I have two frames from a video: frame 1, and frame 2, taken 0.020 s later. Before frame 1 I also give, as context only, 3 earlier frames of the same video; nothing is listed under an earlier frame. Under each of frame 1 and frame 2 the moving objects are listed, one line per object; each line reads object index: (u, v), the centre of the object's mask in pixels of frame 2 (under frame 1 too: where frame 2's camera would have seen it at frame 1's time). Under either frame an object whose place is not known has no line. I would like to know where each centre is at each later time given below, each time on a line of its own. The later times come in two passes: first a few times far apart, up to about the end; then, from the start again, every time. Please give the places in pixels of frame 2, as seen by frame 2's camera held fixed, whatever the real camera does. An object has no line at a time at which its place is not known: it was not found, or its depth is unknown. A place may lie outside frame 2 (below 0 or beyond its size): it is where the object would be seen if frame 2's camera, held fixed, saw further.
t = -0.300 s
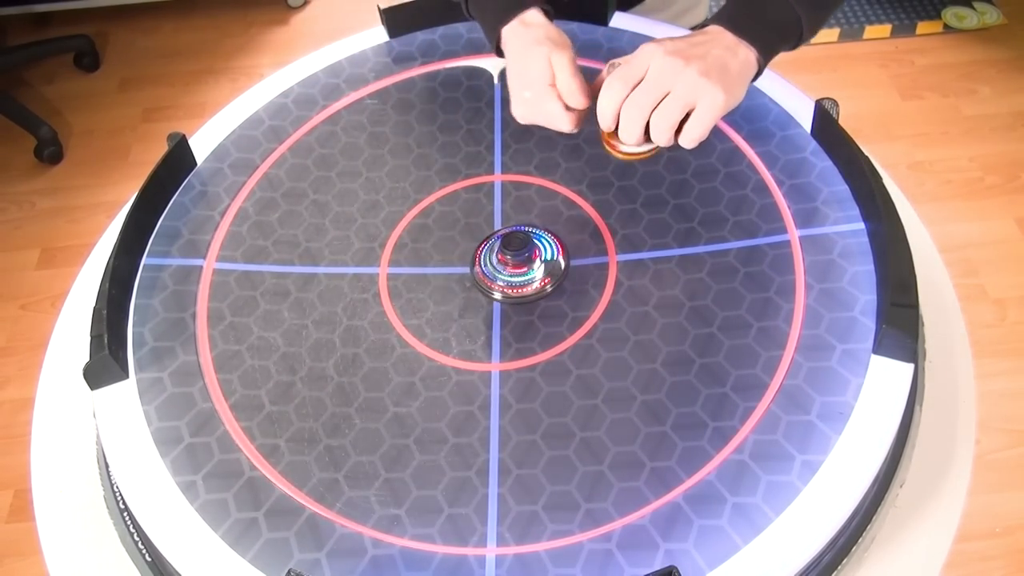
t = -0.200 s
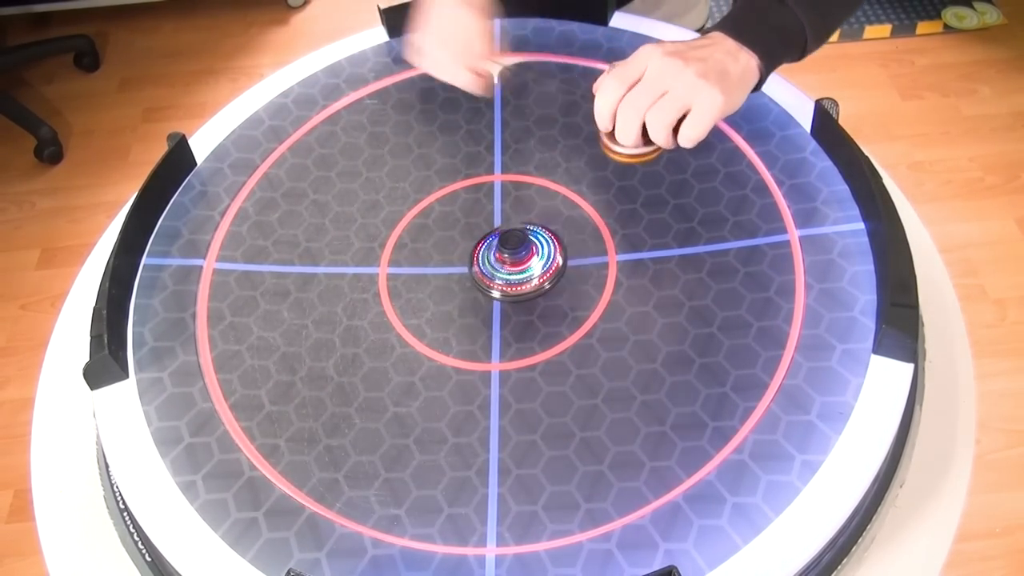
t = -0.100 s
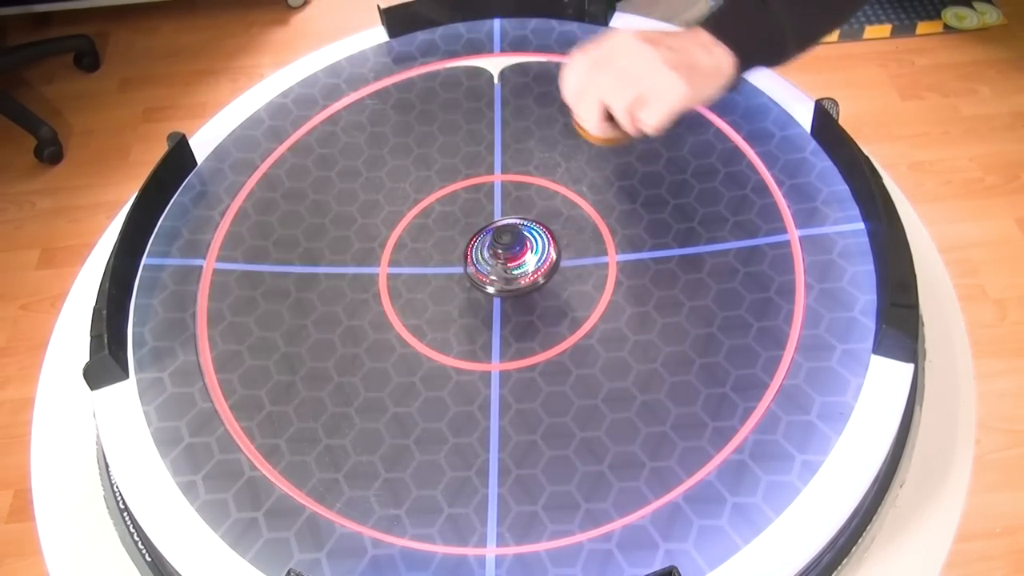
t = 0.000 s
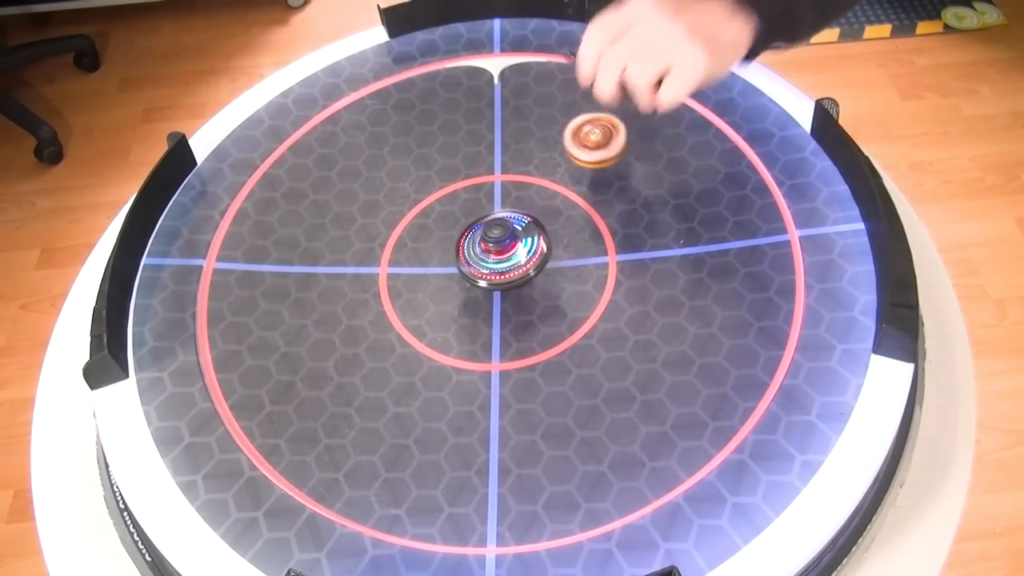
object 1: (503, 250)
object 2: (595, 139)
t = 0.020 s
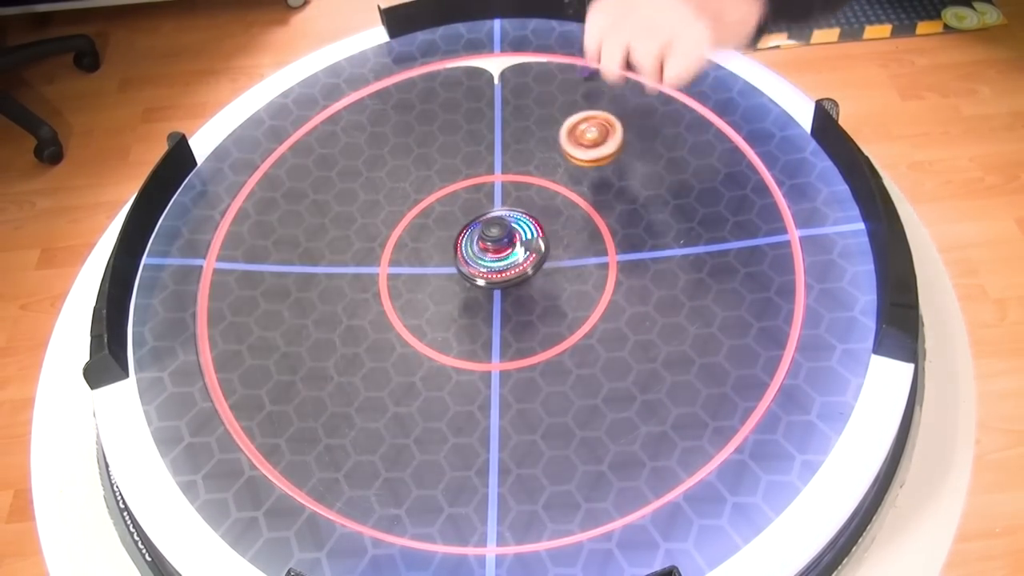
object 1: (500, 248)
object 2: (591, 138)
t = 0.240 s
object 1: (462, 239)
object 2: (521, 182)
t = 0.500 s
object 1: (296, 330)
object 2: (442, 249)
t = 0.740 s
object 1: (219, 390)
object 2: (429, 330)
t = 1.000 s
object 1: (262, 410)
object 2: (518, 374)
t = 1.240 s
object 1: (378, 394)
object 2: (642, 331)
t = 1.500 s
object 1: (552, 334)
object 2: (637, 214)
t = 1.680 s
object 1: (655, 258)
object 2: (538, 161)
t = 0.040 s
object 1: (498, 247)
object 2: (587, 138)
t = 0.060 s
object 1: (496, 245)
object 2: (583, 143)
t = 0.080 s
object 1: (494, 243)
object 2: (578, 150)
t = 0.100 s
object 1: (492, 242)
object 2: (572, 153)
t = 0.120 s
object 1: (490, 240)
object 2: (566, 156)
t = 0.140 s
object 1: (487, 239)
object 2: (559, 162)
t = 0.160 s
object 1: (485, 237)
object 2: (551, 166)
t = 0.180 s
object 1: (482, 235)
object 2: (543, 171)
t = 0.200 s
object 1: (479, 233)
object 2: (535, 175)
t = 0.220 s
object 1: (476, 234)
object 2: (527, 179)
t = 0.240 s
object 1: (462, 239)
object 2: (521, 182)
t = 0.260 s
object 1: (448, 247)
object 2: (514, 184)
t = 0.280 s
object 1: (436, 256)
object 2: (508, 187)
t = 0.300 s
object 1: (422, 264)
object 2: (501, 191)
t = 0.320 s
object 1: (408, 271)
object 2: (494, 196)
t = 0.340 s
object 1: (392, 279)
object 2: (488, 200)
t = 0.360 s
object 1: (380, 287)
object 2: (481, 205)
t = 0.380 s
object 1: (368, 293)
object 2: (475, 211)
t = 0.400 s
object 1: (354, 301)
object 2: (468, 217)
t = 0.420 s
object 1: (342, 307)
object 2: (461, 223)
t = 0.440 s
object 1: (329, 314)
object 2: (456, 229)
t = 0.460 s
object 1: (317, 320)
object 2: (451, 235)
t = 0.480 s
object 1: (306, 325)
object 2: (446, 242)
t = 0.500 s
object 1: (296, 330)
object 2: (442, 249)
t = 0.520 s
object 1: (285, 340)
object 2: (438, 257)
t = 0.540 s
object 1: (275, 346)
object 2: (434, 264)
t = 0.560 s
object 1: (267, 351)
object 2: (431, 271)
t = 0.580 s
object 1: (258, 357)
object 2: (429, 278)
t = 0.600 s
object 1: (252, 362)
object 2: (427, 285)
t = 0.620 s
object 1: (245, 367)
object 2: (426, 292)
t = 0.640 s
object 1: (238, 372)
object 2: (425, 300)
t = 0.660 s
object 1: (233, 377)
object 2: (425, 305)
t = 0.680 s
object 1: (228, 381)
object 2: (426, 312)
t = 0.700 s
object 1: (224, 384)
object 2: (427, 319)
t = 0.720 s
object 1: (221, 388)
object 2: (428, 323)
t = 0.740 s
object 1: (219, 390)
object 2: (429, 330)
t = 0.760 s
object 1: (218, 393)
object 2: (432, 334)
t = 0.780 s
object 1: (217, 396)
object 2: (435, 339)
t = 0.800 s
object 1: (218, 398)
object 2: (440, 345)
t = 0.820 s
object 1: (219, 401)
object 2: (444, 350)
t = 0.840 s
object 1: (221, 403)
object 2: (449, 354)
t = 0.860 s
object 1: (224, 405)
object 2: (456, 358)
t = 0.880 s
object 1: (227, 406)
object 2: (463, 362)
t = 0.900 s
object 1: (232, 407)
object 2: (471, 365)
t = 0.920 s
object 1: (237, 408)
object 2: (480, 367)
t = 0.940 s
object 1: (242, 409)
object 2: (488, 370)
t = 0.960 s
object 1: (247, 409)
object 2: (498, 372)
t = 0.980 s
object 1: (254, 409)
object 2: (508, 373)
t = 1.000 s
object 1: (262, 410)
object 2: (518, 374)
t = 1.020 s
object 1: (269, 409)
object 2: (529, 374)
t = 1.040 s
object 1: (278, 409)
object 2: (539, 374)
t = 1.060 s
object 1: (285, 408)
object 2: (550, 373)
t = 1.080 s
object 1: (294, 408)
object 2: (561, 371)
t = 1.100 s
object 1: (304, 407)
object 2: (573, 369)
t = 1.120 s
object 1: (313, 406)
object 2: (584, 365)
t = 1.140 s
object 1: (324, 404)
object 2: (595, 361)
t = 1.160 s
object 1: (334, 402)
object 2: (605, 357)
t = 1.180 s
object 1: (344, 401)
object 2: (615, 351)
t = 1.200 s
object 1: (354, 399)
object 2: (625, 345)
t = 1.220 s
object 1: (368, 397)
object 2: (634, 338)
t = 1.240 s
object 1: (378, 394)
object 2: (642, 331)
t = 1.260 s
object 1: (389, 392)
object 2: (649, 322)
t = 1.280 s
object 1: (404, 388)
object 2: (654, 314)
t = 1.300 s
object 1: (416, 384)
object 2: (658, 305)
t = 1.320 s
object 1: (429, 382)
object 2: (661, 296)
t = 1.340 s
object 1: (441, 377)
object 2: (663, 287)
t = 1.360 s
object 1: (457, 373)
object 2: (663, 277)
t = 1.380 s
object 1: (472, 368)
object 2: (663, 268)
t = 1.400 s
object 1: (484, 363)
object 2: (661, 258)
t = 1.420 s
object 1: (496, 358)
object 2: (658, 249)
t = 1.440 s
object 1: (511, 351)
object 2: (654, 240)
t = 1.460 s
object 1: (523, 345)
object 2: (649, 231)
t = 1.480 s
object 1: (536, 340)
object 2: (643, 222)
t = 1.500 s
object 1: (552, 334)
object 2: (637, 214)
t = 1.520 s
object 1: (563, 327)
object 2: (629, 207)
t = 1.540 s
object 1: (577, 320)
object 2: (620, 199)
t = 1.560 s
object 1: (589, 312)
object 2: (611, 192)
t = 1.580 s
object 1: (601, 304)
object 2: (601, 185)
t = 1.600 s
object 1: (614, 294)
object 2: (590, 179)
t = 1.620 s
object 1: (624, 287)
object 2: (578, 174)
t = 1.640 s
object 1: (635, 278)
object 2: (565, 168)
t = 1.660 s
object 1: (644, 268)
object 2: (551, 164)
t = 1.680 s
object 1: (655, 258)
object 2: (538, 161)
